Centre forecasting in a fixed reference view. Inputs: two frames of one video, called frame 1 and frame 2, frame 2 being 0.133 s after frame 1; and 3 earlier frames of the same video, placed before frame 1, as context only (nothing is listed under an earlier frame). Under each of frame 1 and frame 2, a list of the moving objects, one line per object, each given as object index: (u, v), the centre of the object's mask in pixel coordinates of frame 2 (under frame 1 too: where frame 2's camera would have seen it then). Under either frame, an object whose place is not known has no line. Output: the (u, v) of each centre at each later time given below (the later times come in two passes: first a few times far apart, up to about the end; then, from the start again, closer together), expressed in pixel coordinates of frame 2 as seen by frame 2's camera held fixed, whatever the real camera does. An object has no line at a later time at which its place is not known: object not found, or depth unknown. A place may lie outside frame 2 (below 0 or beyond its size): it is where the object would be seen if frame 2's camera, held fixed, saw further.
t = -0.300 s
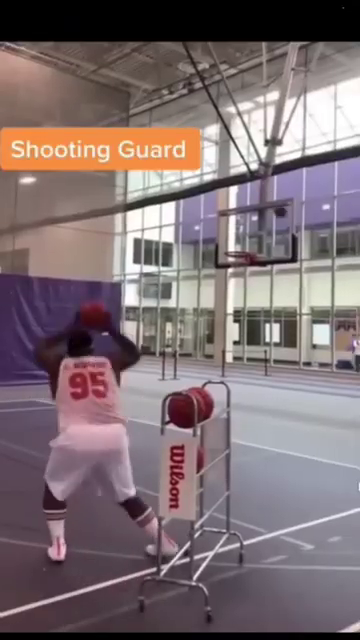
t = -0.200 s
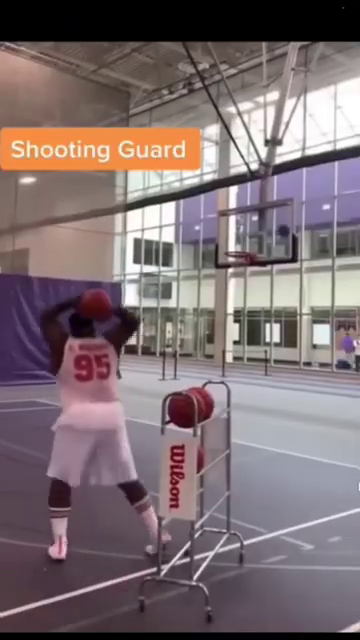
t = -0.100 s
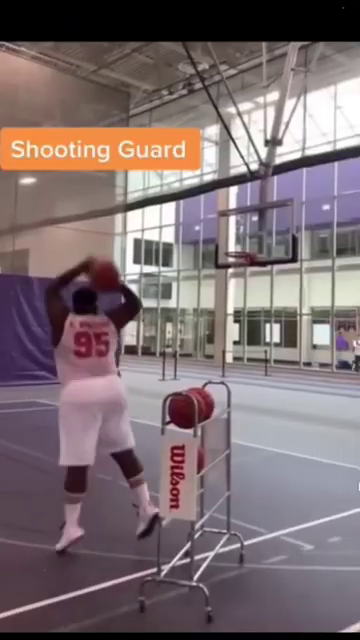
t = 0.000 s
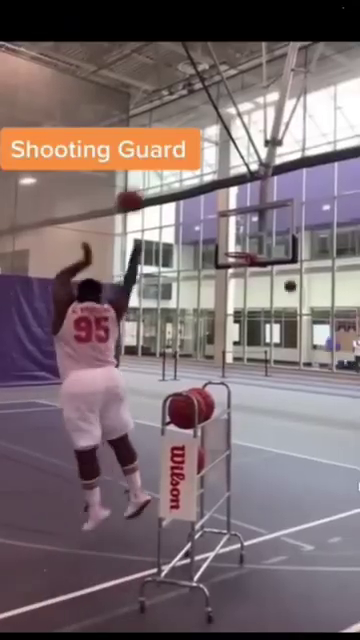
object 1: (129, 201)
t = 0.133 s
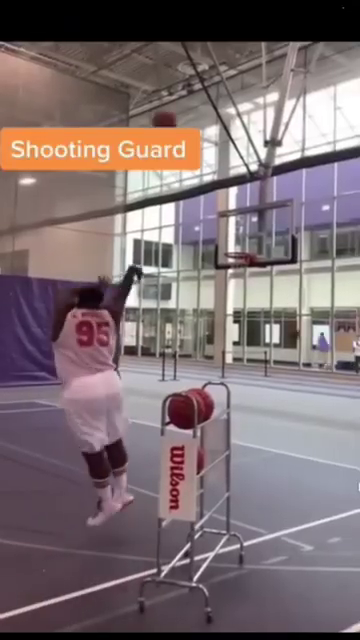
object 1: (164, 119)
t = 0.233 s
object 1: (184, 86)
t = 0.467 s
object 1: (220, 50)
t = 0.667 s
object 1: (243, 55)
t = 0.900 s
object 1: (264, 92)
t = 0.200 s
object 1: (178, 96)
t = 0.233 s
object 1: (184, 86)
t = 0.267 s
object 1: (190, 76)
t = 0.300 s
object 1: (196, 69)
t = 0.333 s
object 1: (201, 61)
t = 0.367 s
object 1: (206, 57)
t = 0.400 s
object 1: (211, 54)
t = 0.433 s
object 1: (216, 52)
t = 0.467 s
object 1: (220, 50)
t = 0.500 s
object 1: (224, 50)
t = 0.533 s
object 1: (228, 50)
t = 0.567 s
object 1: (232, 50)
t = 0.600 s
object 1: (236, 52)
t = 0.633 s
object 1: (239, 53)
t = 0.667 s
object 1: (243, 55)
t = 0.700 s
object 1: (247, 59)
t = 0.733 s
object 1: (250, 64)
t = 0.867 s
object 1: (261, 86)
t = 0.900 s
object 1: (264, 92)
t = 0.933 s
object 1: (267, 100)
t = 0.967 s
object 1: (269, 108)
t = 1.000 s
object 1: (271, 117)
